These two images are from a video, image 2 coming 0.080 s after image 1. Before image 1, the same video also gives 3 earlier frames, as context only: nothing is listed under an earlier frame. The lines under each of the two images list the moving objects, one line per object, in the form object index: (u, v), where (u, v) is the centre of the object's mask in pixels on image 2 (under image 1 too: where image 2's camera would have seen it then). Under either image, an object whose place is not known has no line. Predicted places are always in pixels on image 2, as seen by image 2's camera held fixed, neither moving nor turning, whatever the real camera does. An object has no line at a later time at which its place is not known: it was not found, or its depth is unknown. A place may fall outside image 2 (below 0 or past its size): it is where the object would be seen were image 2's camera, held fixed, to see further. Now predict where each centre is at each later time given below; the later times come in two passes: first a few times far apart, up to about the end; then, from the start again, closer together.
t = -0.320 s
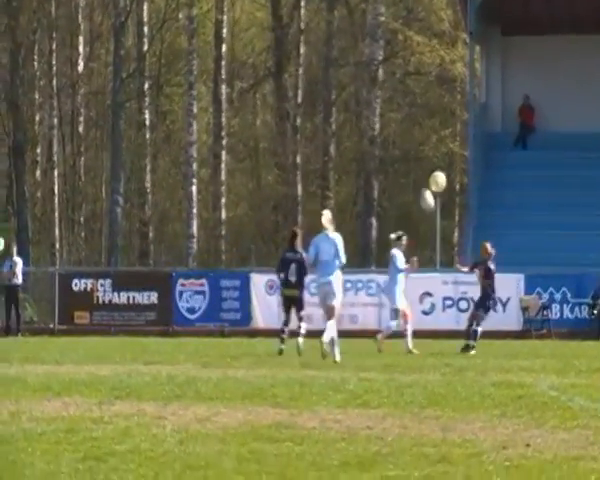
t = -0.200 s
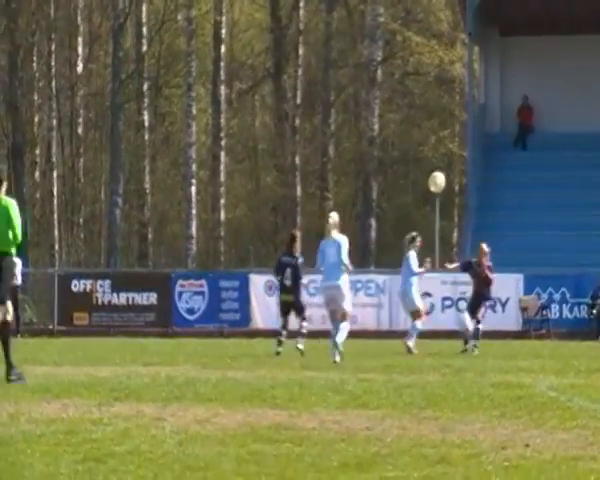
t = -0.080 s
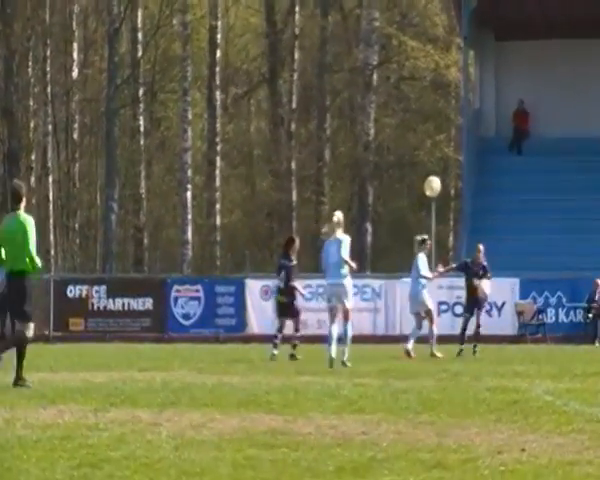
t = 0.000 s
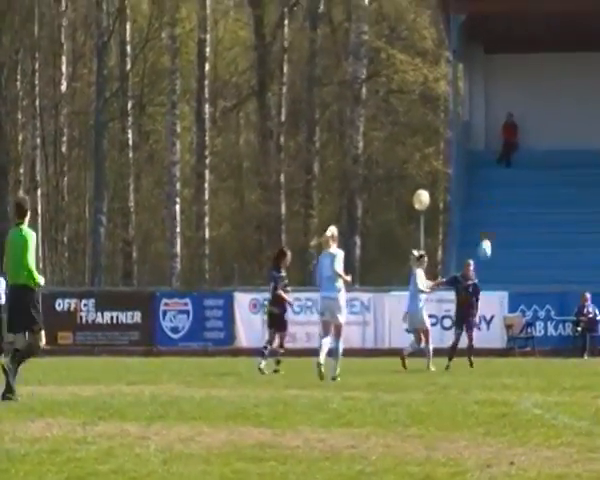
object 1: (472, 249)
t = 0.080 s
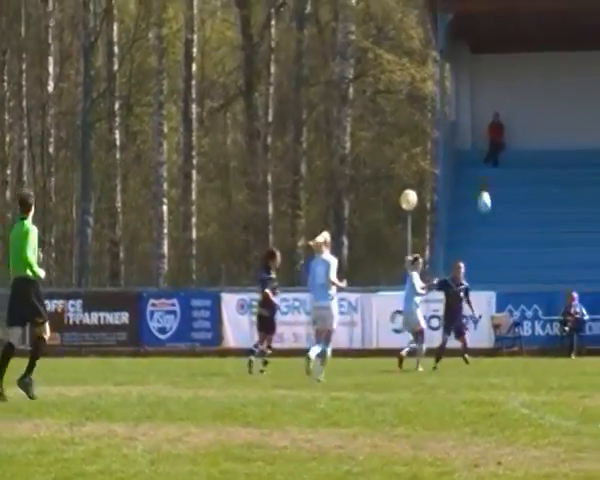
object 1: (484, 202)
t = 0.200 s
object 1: (503, 140)
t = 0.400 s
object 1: (534, 66)
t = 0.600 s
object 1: (567, 24)
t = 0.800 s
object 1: (599, 13)
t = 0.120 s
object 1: (490, 180)
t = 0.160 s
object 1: (497, 159)
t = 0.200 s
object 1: (503, 140)
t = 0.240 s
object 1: (509, 123)
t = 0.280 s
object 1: (515, 107)
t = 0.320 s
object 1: (521, 92)
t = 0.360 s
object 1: (528, 79)
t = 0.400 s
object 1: (534, 66)
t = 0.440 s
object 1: (542, 55)
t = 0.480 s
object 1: (548, 45)
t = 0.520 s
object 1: (554, 38)
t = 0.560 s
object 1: (560, 30)
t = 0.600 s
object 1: (567, 24)
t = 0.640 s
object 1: (573, 20)
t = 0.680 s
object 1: (579, 16)
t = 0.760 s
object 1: (592, 13)
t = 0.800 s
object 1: (599, 13)
